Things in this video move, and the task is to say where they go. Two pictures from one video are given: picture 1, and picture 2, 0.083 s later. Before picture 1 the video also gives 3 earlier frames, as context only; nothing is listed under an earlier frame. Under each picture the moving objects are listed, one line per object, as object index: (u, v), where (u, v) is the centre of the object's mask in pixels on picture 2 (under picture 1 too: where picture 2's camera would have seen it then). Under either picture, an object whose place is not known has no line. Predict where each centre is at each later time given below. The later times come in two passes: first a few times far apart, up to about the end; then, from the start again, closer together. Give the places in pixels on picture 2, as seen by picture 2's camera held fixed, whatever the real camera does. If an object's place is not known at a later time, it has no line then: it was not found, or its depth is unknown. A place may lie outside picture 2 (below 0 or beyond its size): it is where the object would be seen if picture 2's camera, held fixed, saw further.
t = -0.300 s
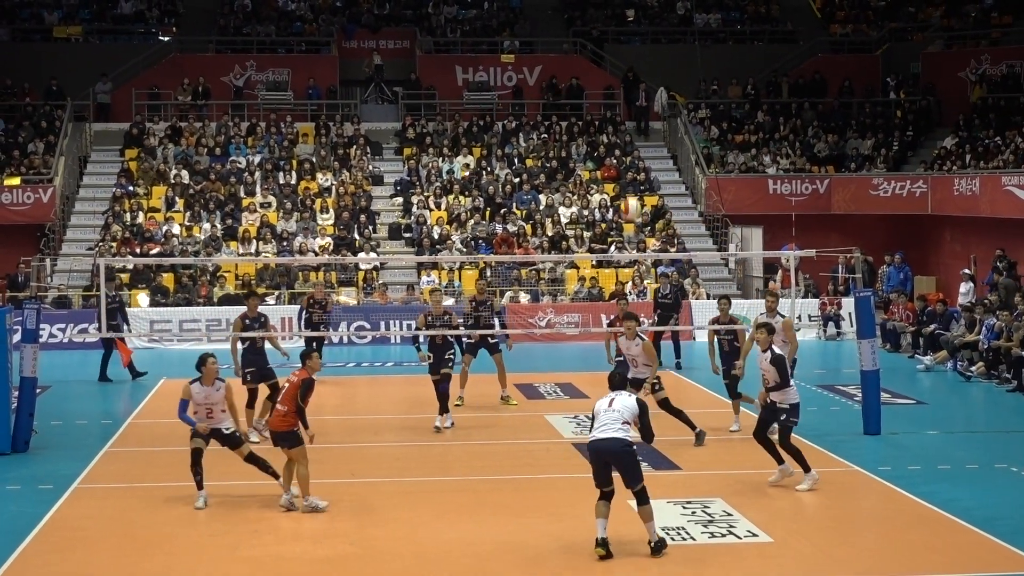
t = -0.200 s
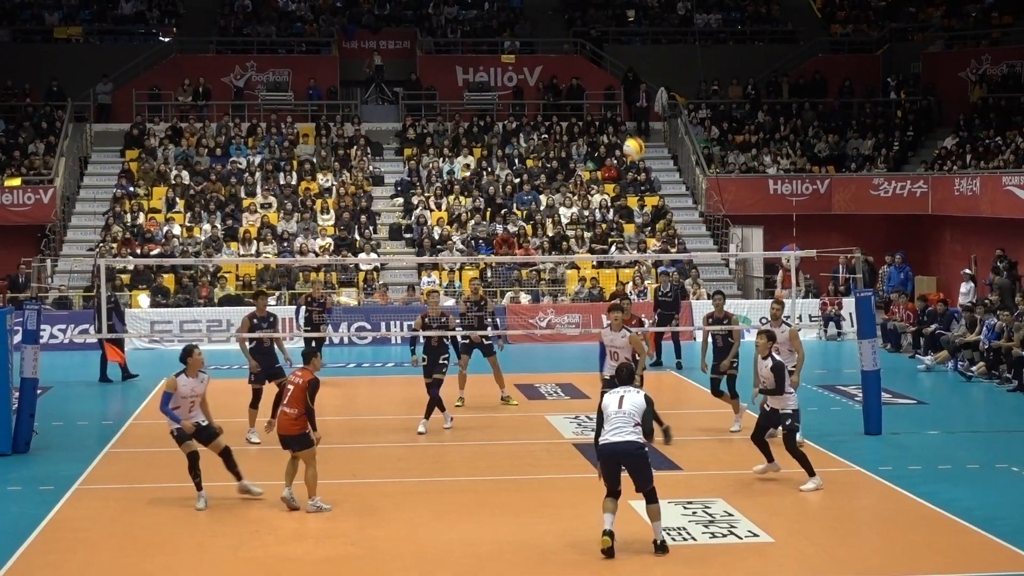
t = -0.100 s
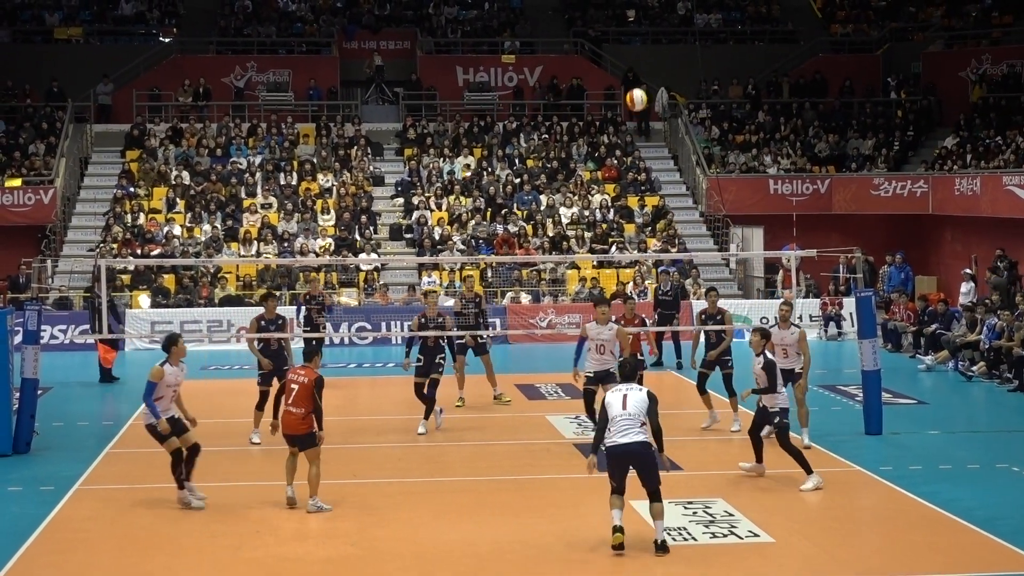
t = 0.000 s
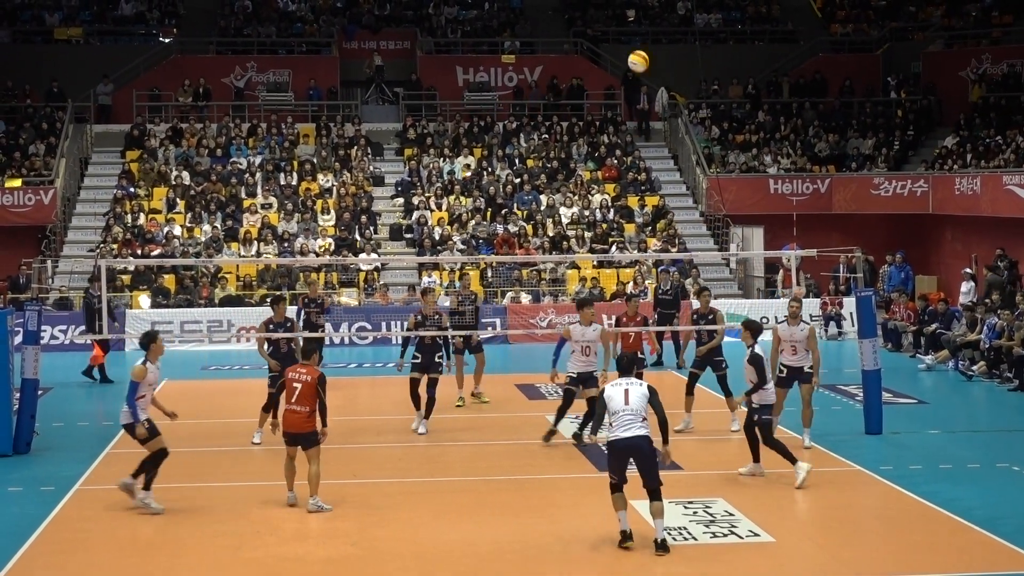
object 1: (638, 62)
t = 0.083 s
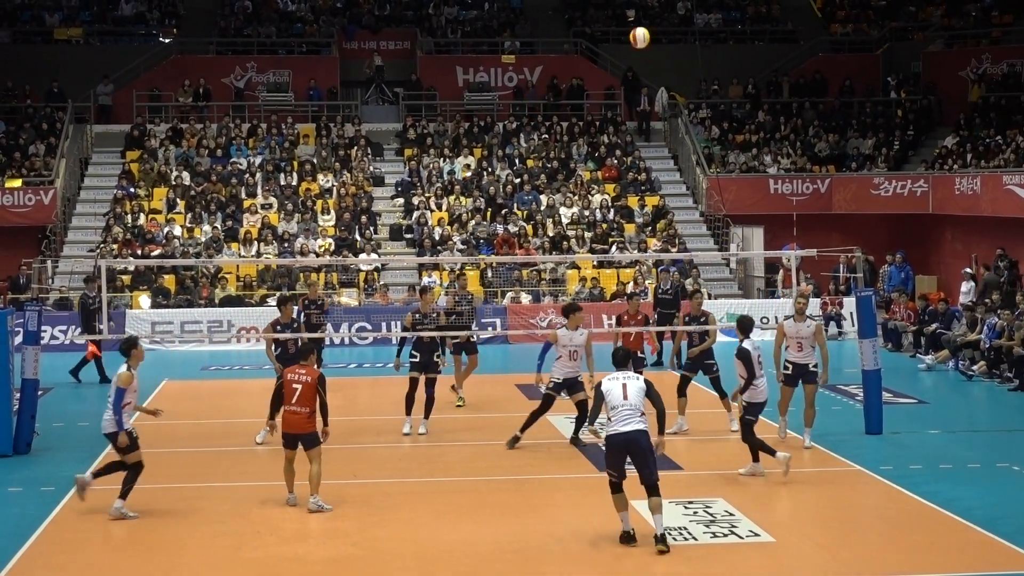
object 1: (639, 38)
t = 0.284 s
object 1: (642, 9)
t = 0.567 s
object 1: (646, 28)
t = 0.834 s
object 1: (649, 105)
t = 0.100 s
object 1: (640, 34)
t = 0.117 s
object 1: (640, 30)
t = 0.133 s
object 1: (640, 27)
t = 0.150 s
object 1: (640, 24)
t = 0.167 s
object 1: (641, 21)
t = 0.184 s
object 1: (641, 18)
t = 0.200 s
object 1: (641, 16)
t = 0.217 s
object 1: (641, 14)
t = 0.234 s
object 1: (642, 12)
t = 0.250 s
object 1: (642, 10)
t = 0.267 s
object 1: (642, 9)
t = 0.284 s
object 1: (642, 9)
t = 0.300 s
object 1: (642, 8)
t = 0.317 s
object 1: (643, 8)
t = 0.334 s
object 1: (643, 8)
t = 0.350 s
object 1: (643, 8)
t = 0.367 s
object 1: (643, 8)
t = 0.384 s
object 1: (643, 8)
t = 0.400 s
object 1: (644, 8)
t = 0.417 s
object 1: (644, 9)
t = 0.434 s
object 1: (644, 10)
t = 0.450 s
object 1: (644, 11)
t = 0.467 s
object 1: (645, 13)
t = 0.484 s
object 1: (645, 15)
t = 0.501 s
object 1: (645, 17)
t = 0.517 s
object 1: (645, 19)
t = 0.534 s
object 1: (645, 22)
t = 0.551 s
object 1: (645, 25)
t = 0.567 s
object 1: (646, 28)
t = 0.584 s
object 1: (646, 31)
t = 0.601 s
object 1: (646, 34)
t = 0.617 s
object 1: (646, 38)
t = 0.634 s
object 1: (646, 42)
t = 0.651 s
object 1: (646, 46)
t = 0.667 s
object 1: (647, 51)
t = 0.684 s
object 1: (647, 55)
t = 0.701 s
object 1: (647, 60)
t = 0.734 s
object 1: (647, 70)
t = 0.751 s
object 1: (648, 75)
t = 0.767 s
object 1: (648, 80)
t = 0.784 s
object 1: (648, 86)
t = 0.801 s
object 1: (649, 92)
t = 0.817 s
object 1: (649, 98)
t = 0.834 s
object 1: (649, 105)
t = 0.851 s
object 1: (649, 111)
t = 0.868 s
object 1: (649, 117)
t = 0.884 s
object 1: (650, 124)
